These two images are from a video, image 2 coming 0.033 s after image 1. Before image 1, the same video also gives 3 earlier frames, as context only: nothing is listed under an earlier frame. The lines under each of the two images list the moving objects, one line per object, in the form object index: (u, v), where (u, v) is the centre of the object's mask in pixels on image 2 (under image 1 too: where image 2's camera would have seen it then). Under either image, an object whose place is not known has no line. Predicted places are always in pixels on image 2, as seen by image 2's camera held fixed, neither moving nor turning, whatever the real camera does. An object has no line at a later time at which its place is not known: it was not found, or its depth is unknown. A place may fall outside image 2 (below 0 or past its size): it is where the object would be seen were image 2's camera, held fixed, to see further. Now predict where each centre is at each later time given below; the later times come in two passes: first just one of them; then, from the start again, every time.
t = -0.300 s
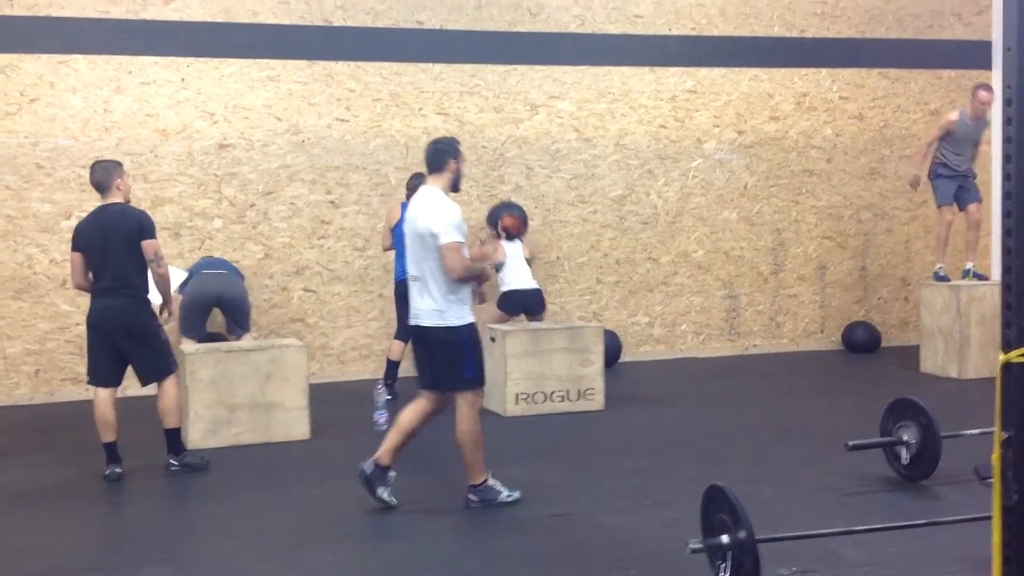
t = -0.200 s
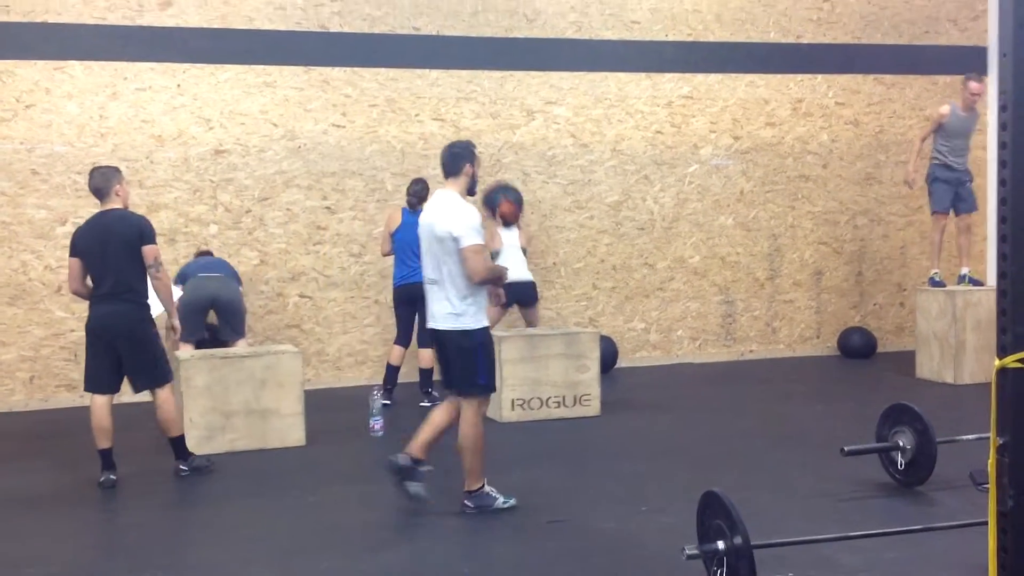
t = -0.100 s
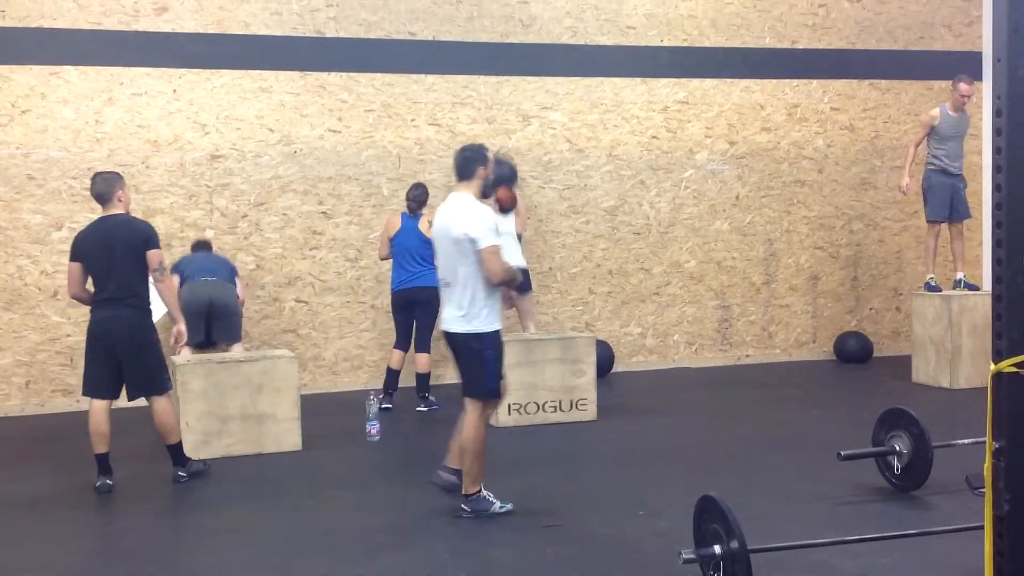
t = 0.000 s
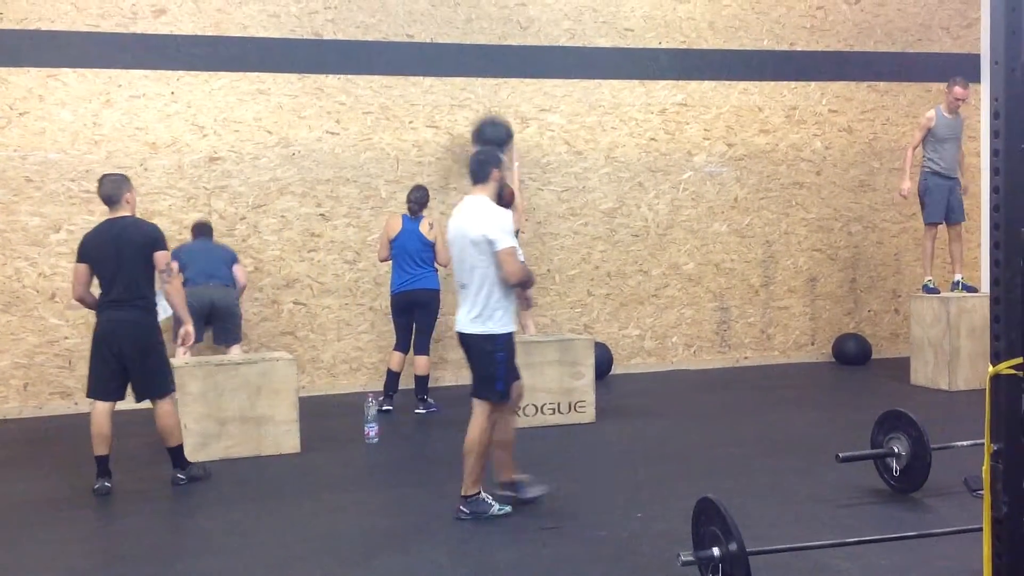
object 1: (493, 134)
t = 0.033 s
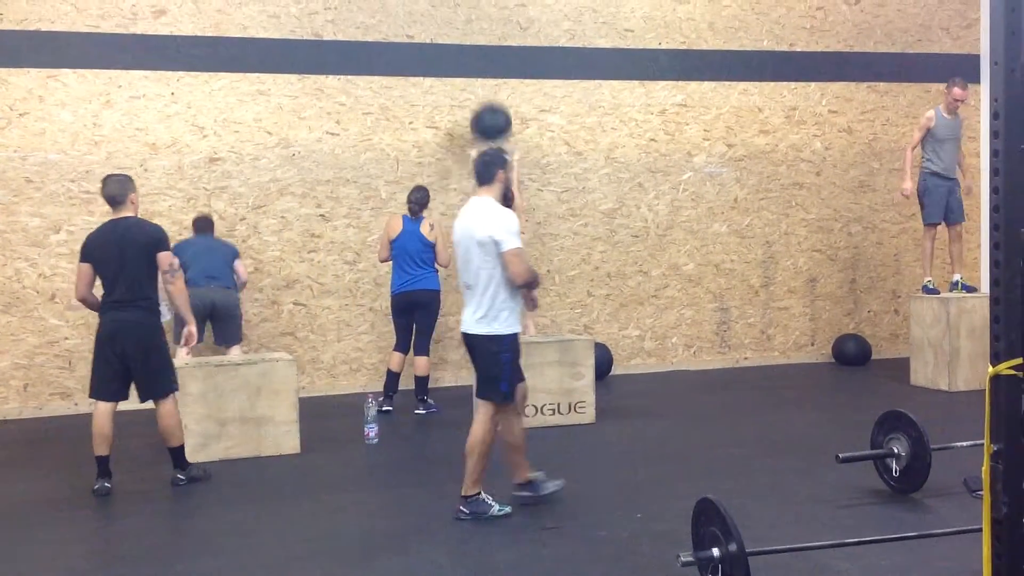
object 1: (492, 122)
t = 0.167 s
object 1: (487, 84)
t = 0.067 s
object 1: (490, 110)
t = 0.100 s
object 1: (489, 100)
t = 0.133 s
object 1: (488, 91)
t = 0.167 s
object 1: (487, 84)
